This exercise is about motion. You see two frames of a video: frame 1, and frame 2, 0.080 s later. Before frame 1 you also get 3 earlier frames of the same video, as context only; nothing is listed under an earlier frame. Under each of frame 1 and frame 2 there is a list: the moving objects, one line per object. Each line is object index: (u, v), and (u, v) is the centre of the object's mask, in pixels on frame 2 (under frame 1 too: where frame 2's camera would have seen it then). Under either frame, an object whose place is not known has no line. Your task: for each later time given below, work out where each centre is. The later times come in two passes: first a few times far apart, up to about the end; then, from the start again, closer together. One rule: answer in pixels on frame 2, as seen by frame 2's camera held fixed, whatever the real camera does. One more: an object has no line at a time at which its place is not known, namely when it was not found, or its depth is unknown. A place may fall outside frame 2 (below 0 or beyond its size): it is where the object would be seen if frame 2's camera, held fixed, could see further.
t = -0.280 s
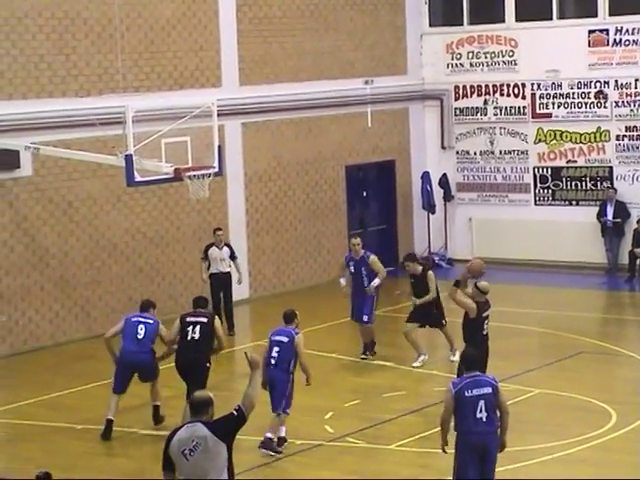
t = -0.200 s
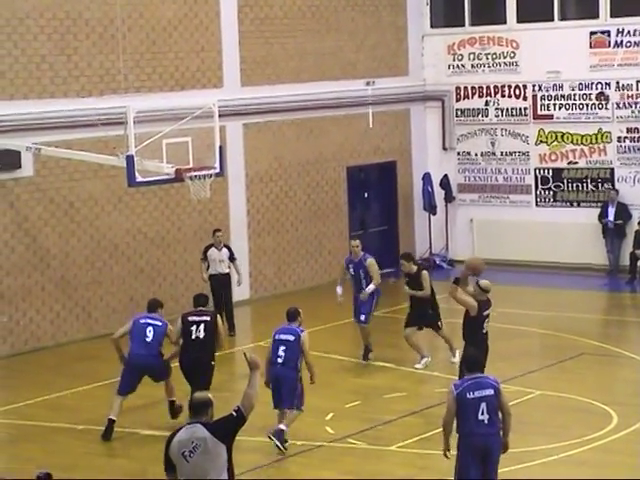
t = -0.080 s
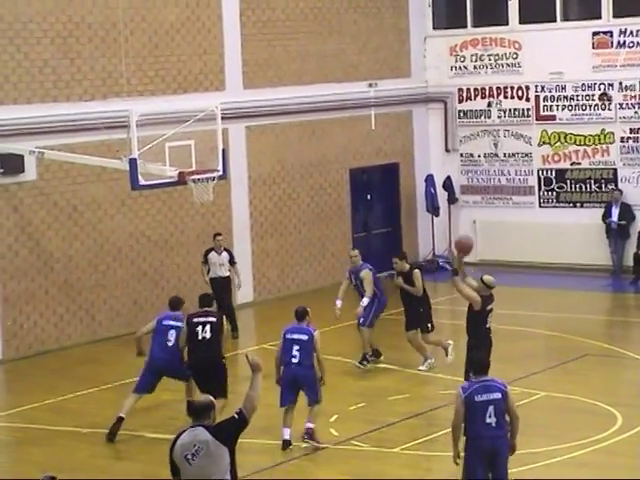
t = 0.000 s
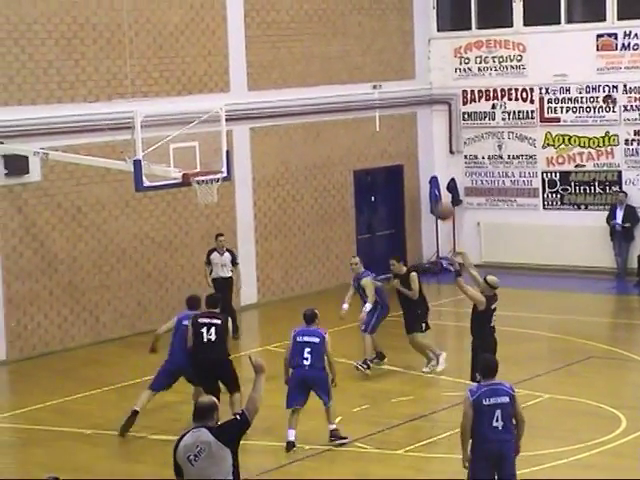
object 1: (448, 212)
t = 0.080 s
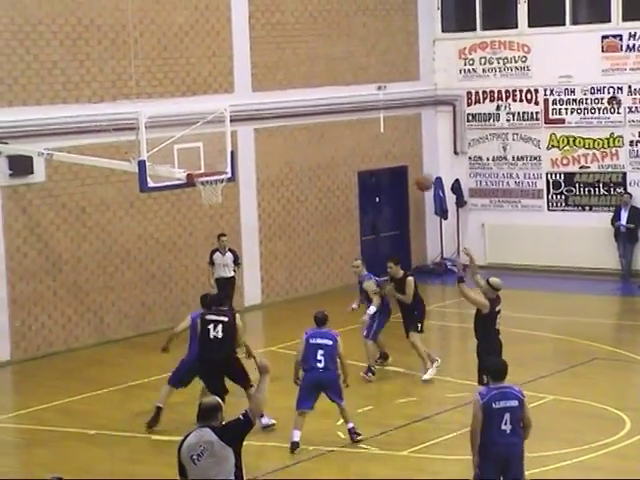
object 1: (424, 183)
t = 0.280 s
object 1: (366, 130)
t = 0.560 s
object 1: (293, 110)
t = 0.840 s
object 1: (228, 147)
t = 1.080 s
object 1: (209, 209)
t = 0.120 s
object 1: (412, 170)
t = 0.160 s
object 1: (399, 159)
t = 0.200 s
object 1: (388, 147)
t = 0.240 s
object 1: (377, 138)
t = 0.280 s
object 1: (366, 130)
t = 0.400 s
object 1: (334, 114)
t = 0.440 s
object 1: (324, 111)
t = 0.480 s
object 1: (313, 109)
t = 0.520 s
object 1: (303, 109)
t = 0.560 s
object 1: (293, 110)
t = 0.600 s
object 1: (284, 112)
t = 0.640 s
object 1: (275, 115)
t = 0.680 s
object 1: (265, 122)
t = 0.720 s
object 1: (256, 125)
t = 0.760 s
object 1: (247, 132)
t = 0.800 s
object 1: (238, 139)
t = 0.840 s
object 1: (228, 147)
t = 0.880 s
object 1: (220, 159)
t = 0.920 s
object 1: (212, 167)
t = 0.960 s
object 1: (207, 179)
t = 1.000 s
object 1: (205, 188)
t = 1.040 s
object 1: (209, 198)
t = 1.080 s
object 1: (209, 209)
